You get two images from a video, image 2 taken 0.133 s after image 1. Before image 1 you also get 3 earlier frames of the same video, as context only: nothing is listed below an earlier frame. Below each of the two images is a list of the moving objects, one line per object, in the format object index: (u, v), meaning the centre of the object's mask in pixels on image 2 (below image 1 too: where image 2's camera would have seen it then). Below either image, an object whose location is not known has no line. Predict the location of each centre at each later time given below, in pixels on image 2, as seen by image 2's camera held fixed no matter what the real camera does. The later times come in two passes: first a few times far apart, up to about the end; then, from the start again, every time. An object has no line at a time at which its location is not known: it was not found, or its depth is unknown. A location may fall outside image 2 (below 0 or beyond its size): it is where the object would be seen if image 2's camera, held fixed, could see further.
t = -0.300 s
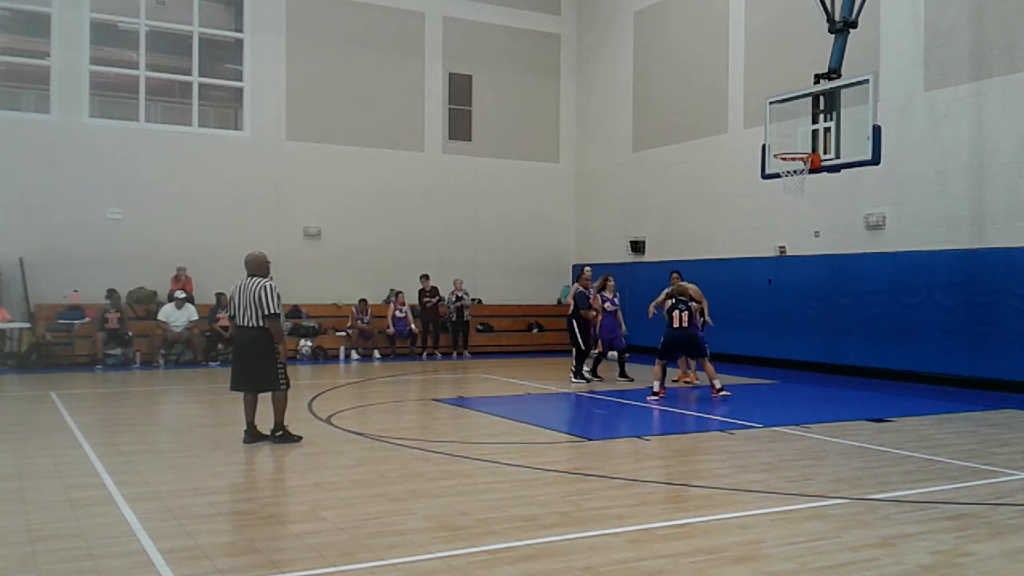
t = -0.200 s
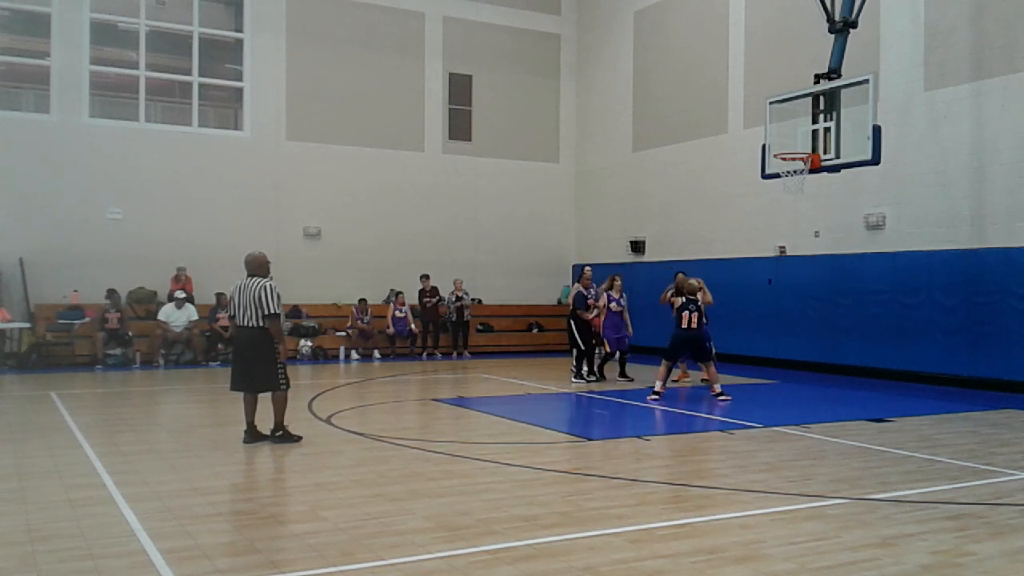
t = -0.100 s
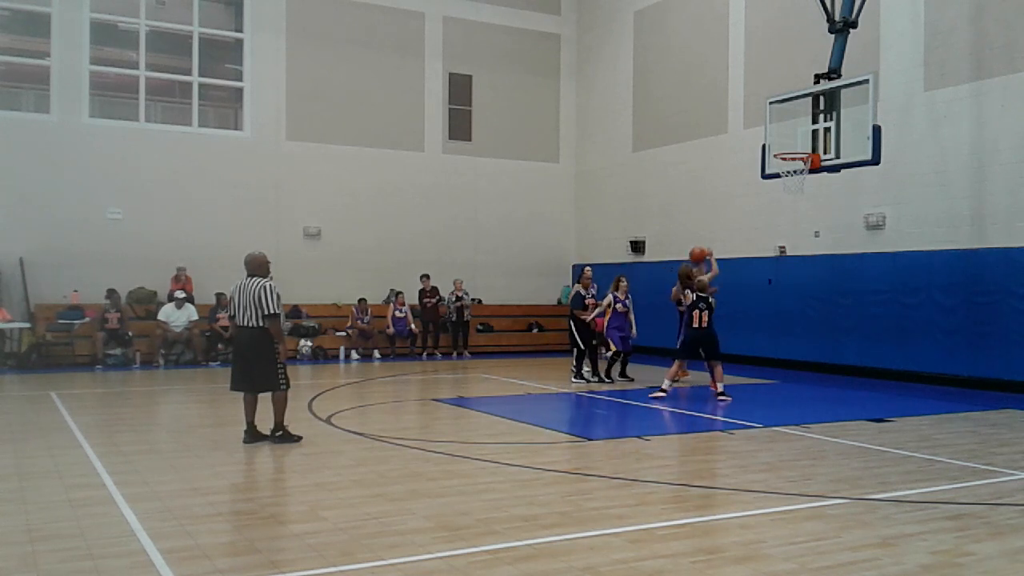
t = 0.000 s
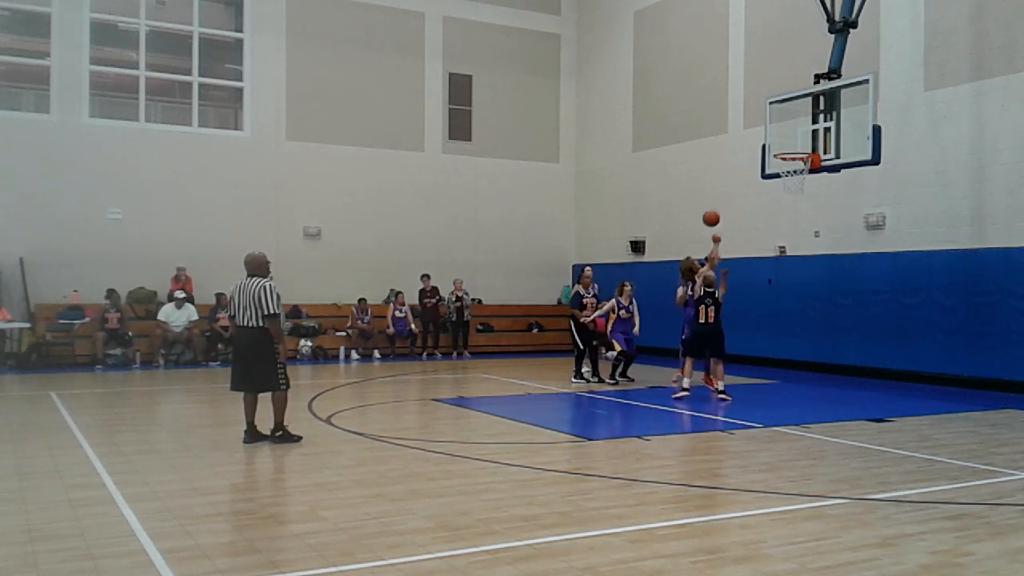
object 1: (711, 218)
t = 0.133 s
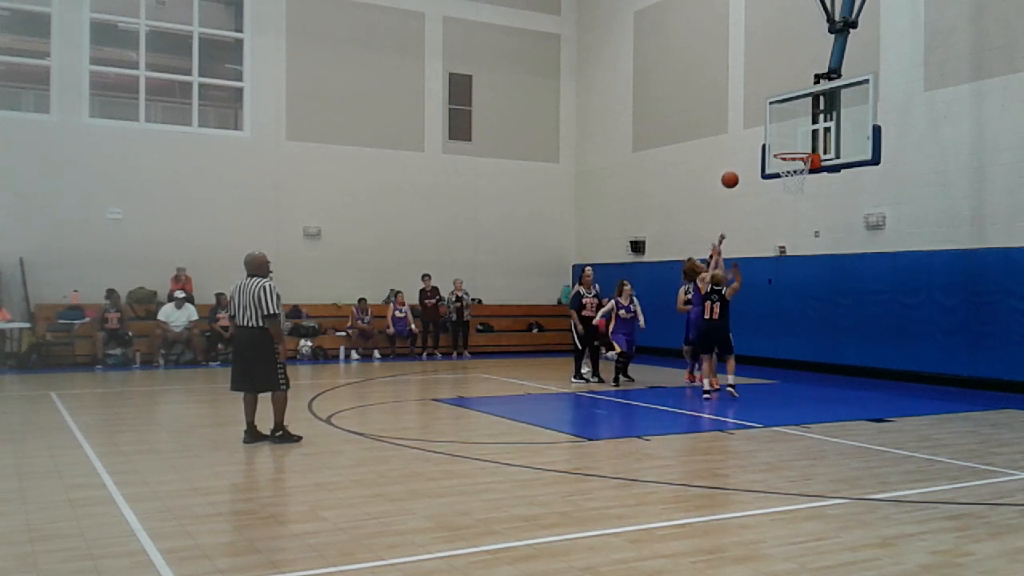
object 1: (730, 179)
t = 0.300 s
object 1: (753, 149)
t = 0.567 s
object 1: (786, 141)
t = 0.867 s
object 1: (756, 180)
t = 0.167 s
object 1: (734, 172)
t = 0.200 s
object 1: (739, 165)
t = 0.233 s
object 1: (744, 159)
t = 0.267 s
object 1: (748, 153)
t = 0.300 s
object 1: (753, 149)
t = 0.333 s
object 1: (758, 145)
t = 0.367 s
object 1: (762, 142)
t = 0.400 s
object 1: (767, 140)
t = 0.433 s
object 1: (772, 138)
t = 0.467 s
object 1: (776, 138)
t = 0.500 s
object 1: (781, 138)
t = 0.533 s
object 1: (785, 140)
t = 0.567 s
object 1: (786, 141)
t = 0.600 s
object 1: (784, 144)
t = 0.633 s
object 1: (782, 146)
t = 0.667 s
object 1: (780, 150)
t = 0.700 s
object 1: (778, 156)
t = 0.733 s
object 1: (769, 161)
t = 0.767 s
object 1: (768, 164)
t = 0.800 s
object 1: (764, 168)
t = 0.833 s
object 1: (760, 174)
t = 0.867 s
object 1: (756, 180)
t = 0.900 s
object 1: (751, 188)
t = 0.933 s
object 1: (747, 196)
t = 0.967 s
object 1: (743, 204)
